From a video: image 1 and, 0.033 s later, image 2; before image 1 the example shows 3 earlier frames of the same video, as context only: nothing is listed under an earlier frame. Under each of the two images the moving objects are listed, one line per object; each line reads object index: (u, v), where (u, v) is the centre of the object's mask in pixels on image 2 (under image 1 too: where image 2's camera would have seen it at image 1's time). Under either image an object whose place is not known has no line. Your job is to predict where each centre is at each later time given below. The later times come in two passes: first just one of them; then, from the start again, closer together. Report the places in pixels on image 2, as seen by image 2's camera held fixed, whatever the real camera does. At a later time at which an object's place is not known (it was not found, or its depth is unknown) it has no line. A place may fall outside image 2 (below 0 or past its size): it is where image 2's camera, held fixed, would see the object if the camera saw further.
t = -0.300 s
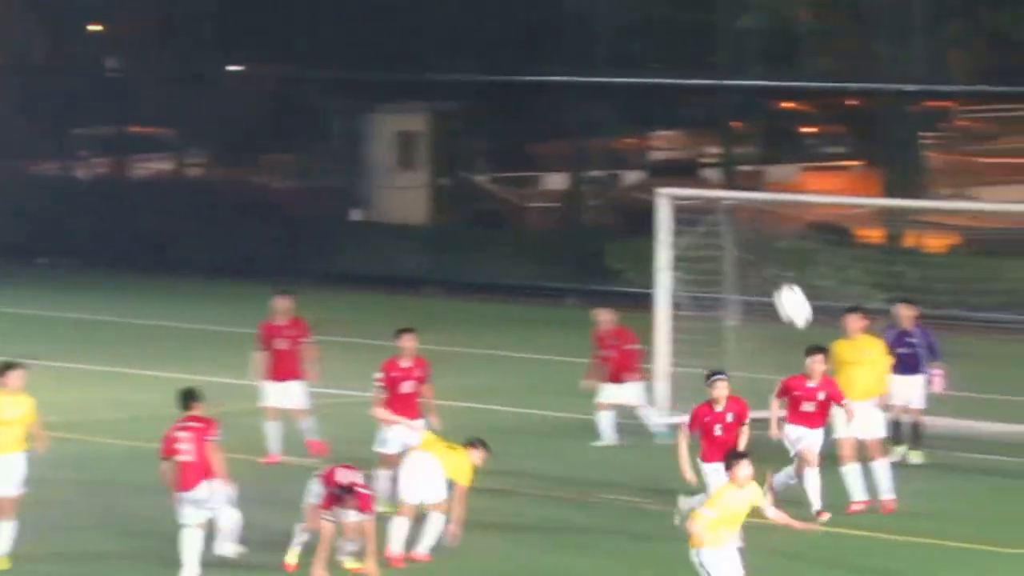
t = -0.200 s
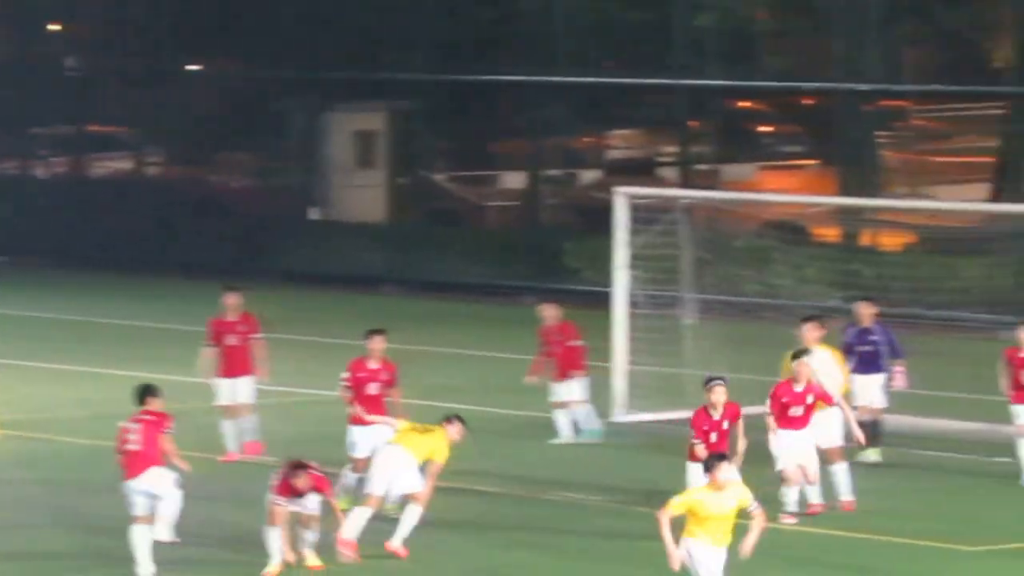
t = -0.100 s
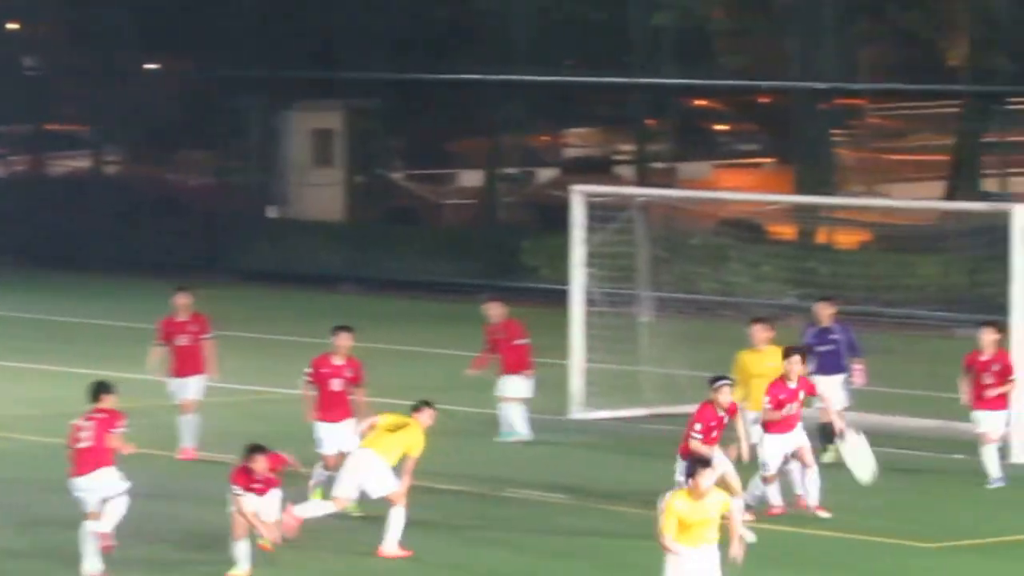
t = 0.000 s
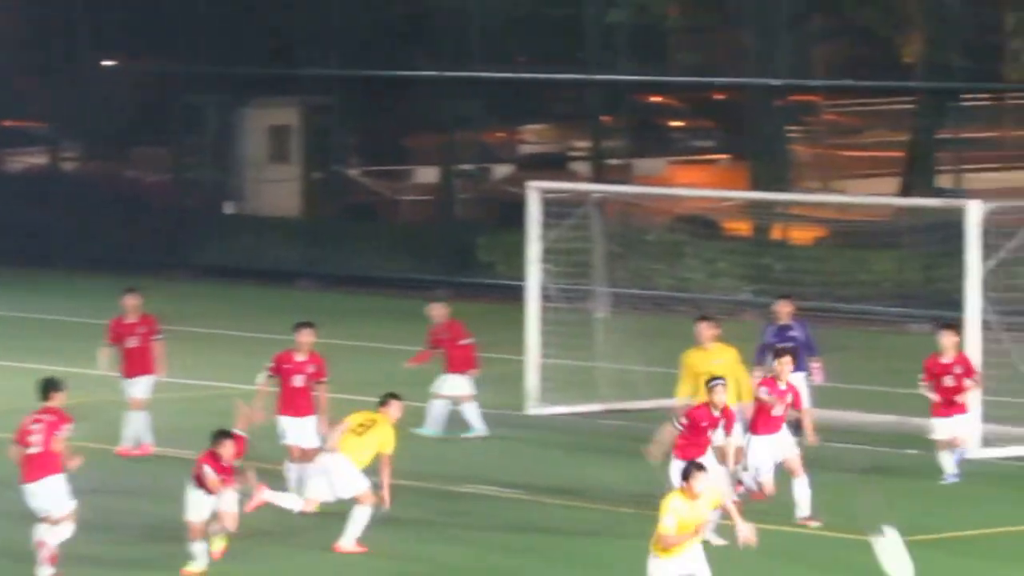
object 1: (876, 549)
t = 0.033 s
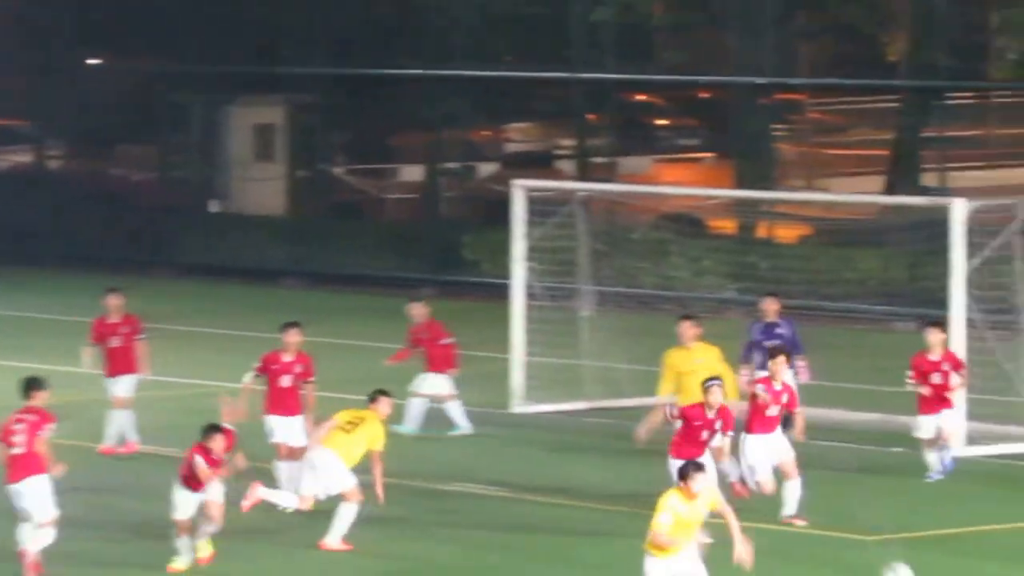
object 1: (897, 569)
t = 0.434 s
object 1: (1141, 549)
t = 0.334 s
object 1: (1090, 598)
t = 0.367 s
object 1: (1102, 579)
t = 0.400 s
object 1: (1120, 563)
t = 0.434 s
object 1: (1141, 549)
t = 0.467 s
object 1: (1157, 536)
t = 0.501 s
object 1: (1174, 526)
